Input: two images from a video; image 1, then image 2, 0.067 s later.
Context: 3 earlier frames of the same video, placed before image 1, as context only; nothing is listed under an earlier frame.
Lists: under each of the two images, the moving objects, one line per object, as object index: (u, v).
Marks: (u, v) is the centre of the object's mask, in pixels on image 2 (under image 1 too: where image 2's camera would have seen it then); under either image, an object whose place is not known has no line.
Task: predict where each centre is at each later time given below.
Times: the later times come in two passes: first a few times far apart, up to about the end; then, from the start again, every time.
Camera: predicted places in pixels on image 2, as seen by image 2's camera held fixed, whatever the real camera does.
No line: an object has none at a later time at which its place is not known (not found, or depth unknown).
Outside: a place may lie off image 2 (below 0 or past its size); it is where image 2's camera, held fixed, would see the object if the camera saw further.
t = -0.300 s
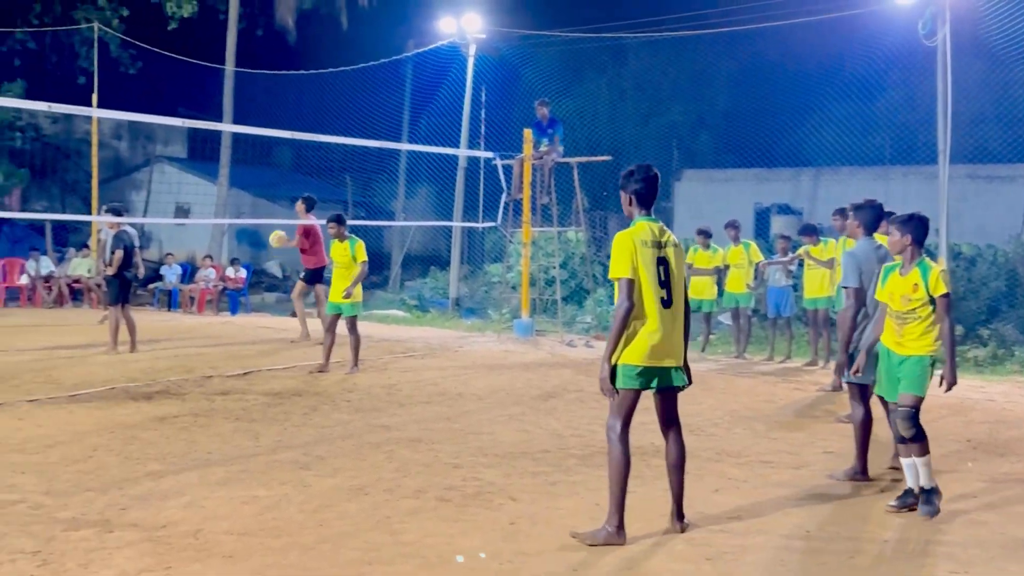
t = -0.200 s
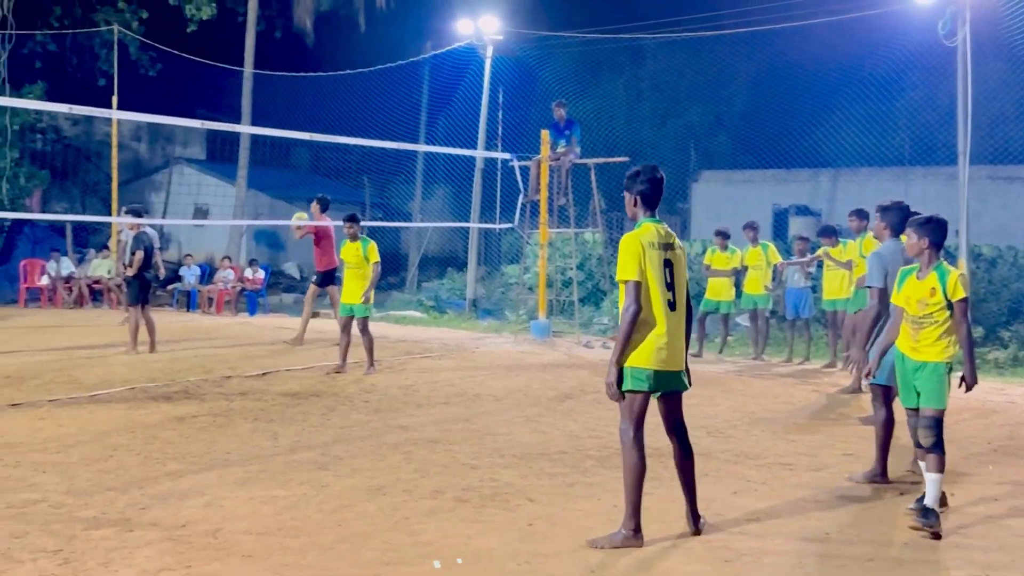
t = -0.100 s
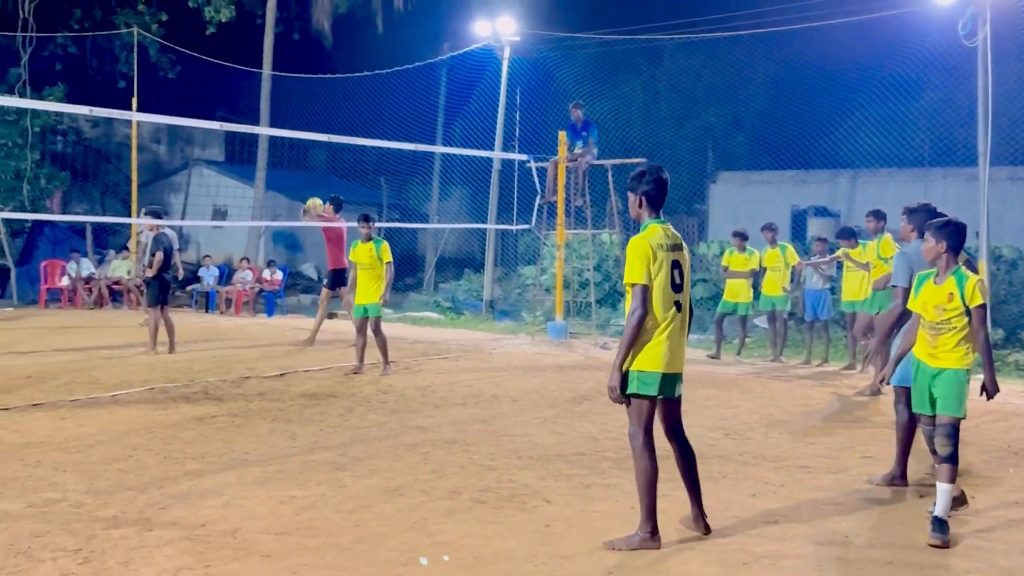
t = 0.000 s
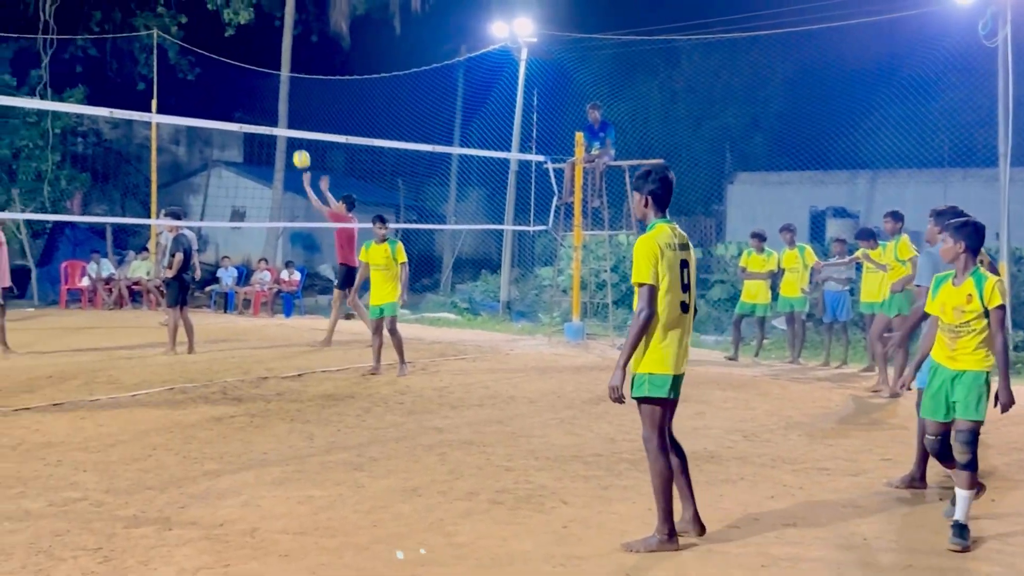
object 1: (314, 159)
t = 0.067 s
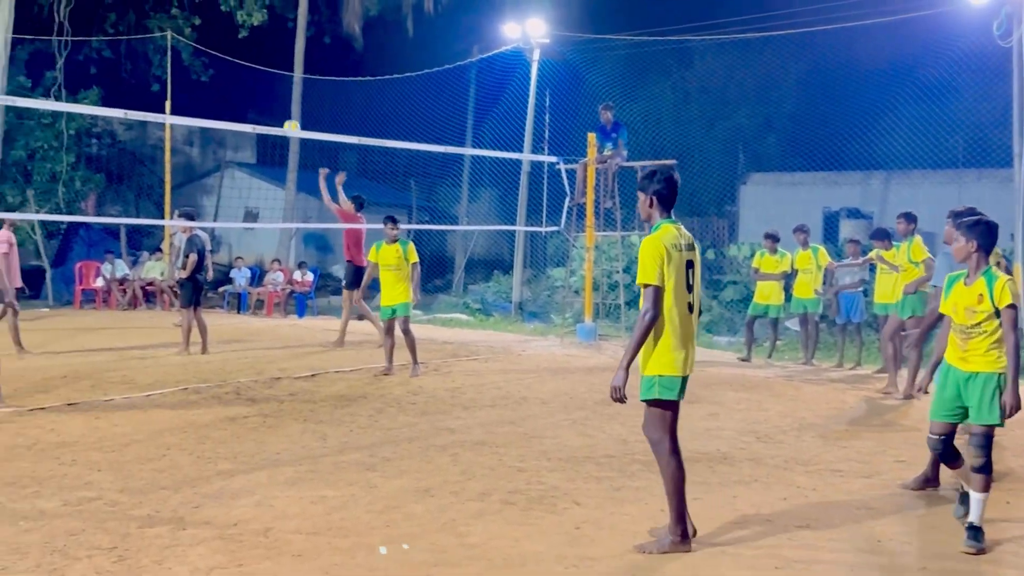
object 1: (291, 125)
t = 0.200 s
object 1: (247, 78)
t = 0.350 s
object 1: (199, 41)
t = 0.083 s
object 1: (286, 120)
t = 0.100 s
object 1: (280, 114)
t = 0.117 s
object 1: (275, 107)
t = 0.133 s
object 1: (269, 101)
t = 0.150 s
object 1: (264, 95)
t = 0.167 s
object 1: (258, 88)
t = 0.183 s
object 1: (253, 83)
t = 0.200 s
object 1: (247, 78)
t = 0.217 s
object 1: (242, 73)
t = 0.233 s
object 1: (236, 68)
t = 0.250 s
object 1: (231, 64)
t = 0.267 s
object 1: (226, 59)
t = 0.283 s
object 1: (220, 55)
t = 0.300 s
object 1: (215, 51)
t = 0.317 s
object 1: (210, 47)
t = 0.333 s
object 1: (205, 44)
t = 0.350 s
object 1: (199, 41)
